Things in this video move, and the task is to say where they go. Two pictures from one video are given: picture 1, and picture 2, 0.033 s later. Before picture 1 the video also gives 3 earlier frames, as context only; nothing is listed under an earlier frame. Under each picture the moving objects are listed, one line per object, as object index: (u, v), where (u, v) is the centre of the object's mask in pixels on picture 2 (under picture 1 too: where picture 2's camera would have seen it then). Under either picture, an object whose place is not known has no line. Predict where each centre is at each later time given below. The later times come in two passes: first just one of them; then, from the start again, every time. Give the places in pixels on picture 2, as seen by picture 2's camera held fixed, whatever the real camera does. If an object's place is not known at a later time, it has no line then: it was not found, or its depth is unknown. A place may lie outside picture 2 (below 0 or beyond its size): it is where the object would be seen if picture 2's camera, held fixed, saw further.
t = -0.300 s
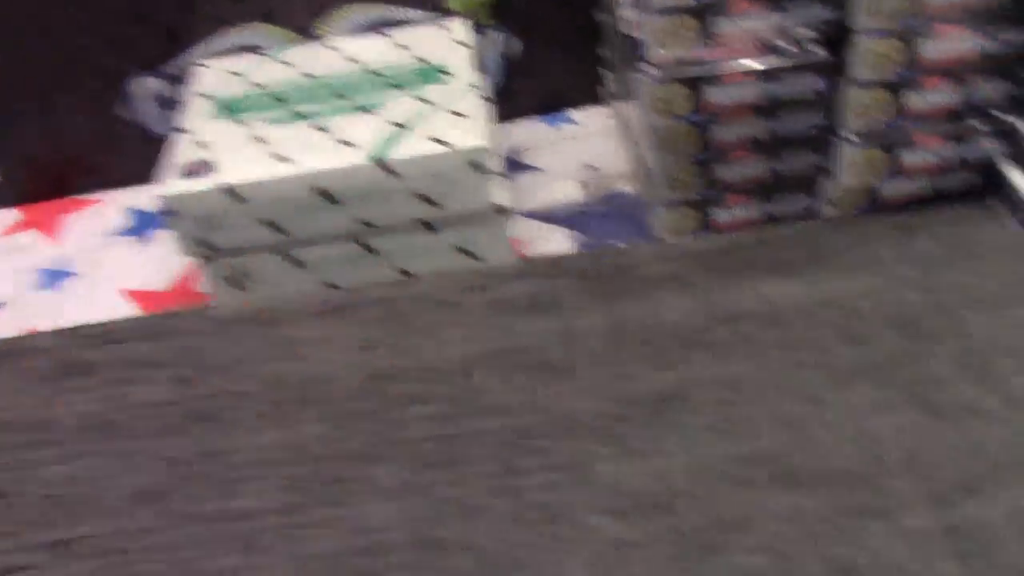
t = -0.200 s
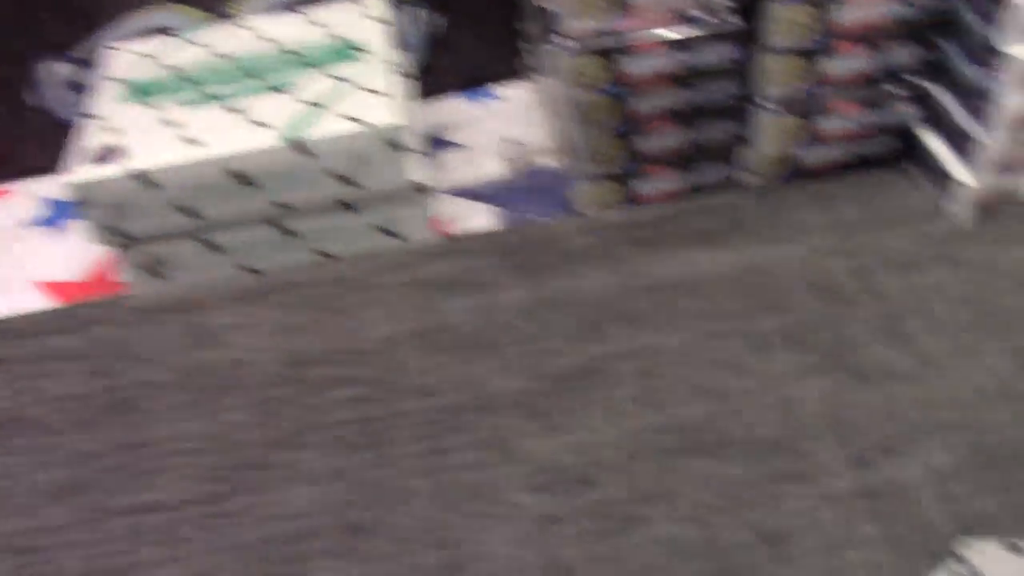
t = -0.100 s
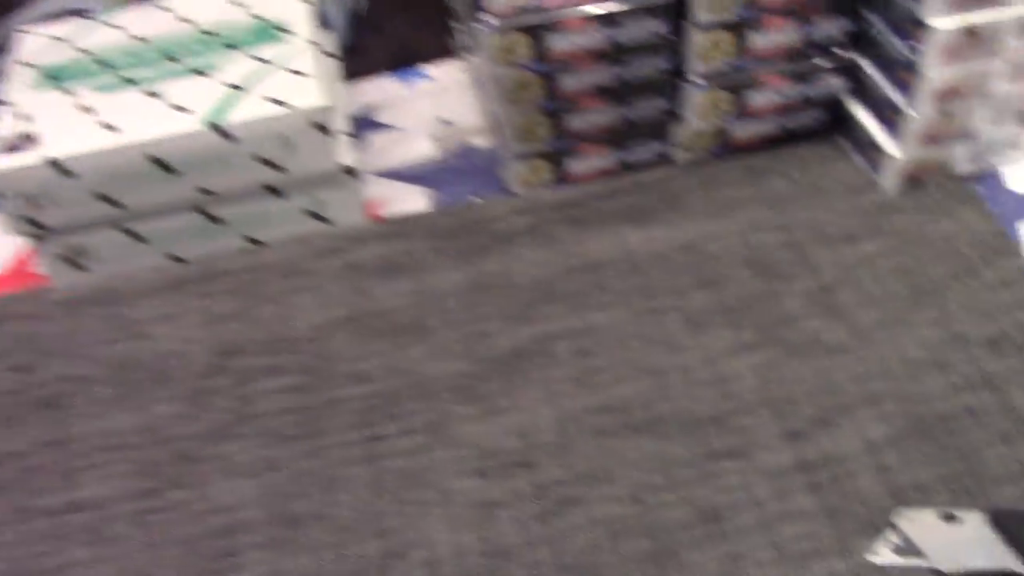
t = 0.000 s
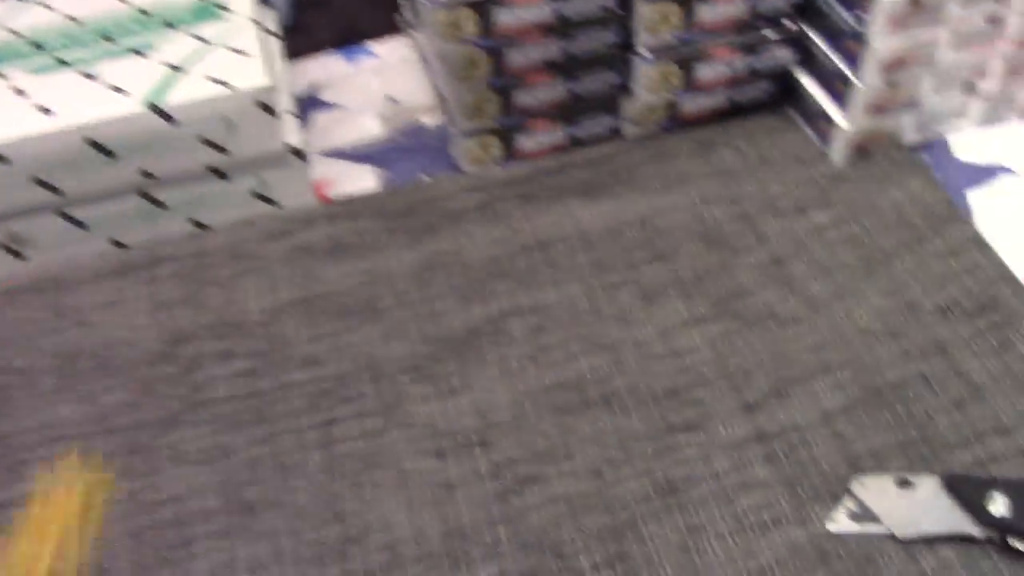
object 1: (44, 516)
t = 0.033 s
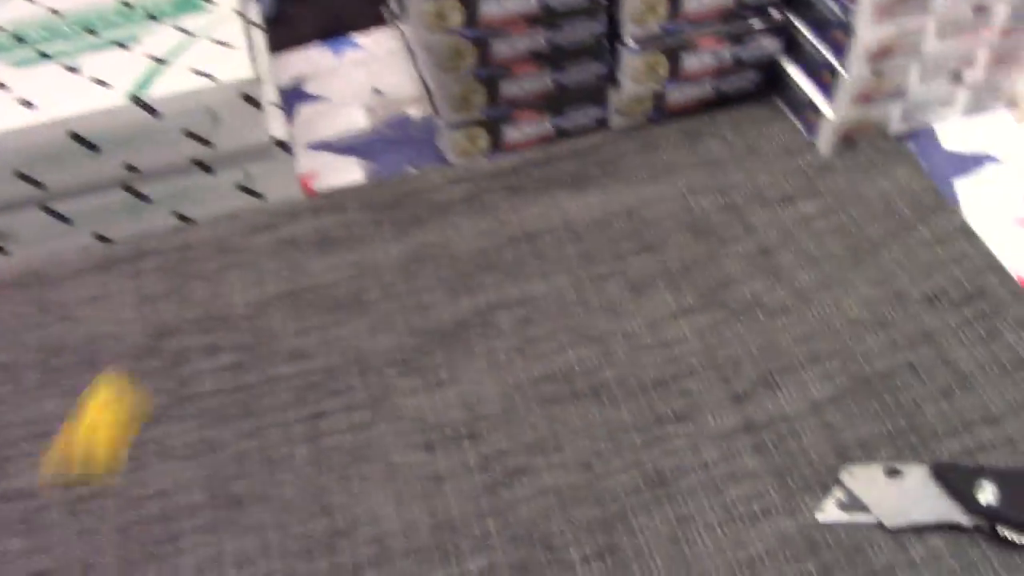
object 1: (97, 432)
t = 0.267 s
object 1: (262, 219)
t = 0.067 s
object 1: (145, 381)
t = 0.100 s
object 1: (186, 358)
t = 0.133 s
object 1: (212, 319)
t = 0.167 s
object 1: (215, 250)
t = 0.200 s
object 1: (226, 191)
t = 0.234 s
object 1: (239, 187)
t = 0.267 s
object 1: (262, 219)
